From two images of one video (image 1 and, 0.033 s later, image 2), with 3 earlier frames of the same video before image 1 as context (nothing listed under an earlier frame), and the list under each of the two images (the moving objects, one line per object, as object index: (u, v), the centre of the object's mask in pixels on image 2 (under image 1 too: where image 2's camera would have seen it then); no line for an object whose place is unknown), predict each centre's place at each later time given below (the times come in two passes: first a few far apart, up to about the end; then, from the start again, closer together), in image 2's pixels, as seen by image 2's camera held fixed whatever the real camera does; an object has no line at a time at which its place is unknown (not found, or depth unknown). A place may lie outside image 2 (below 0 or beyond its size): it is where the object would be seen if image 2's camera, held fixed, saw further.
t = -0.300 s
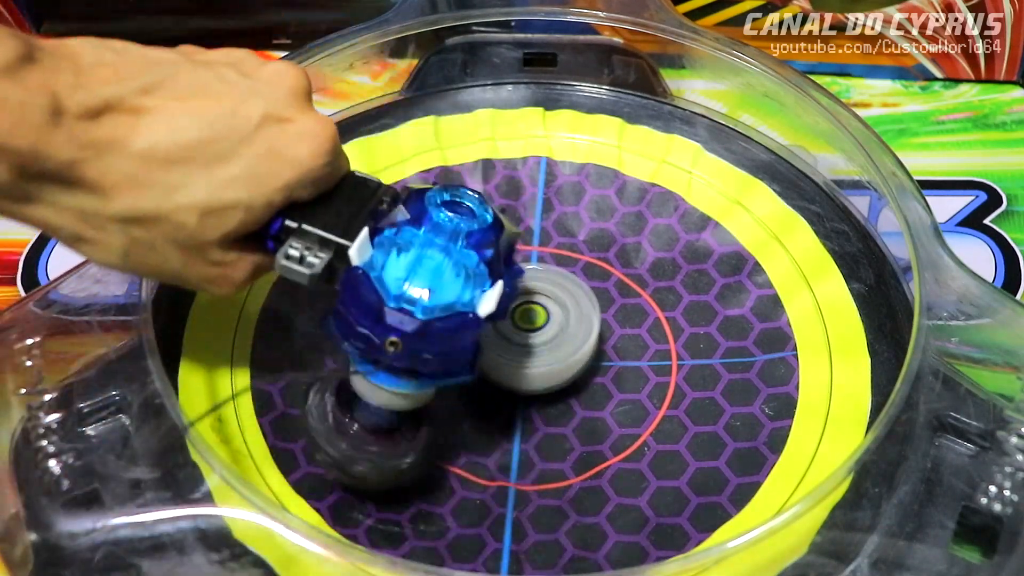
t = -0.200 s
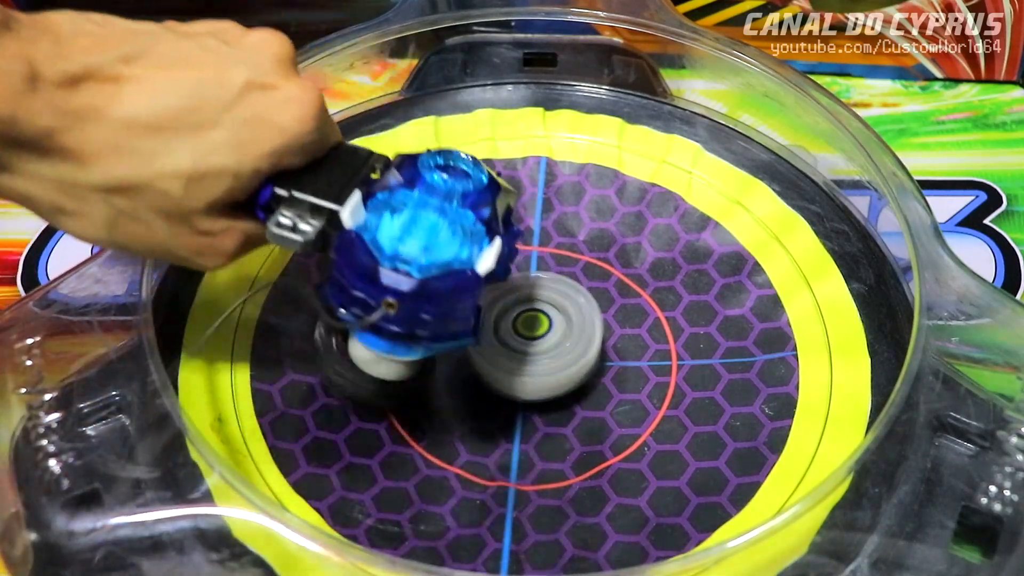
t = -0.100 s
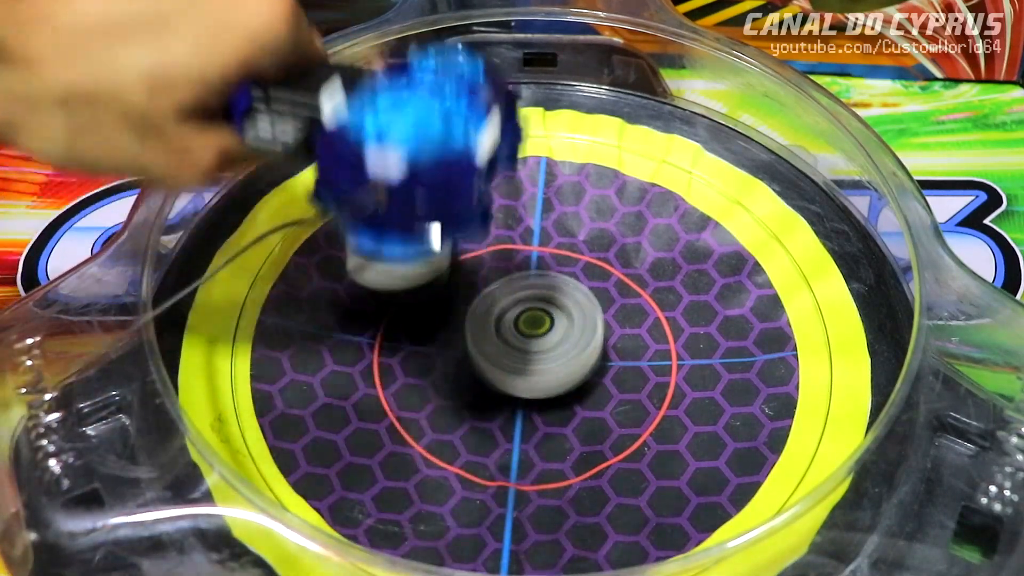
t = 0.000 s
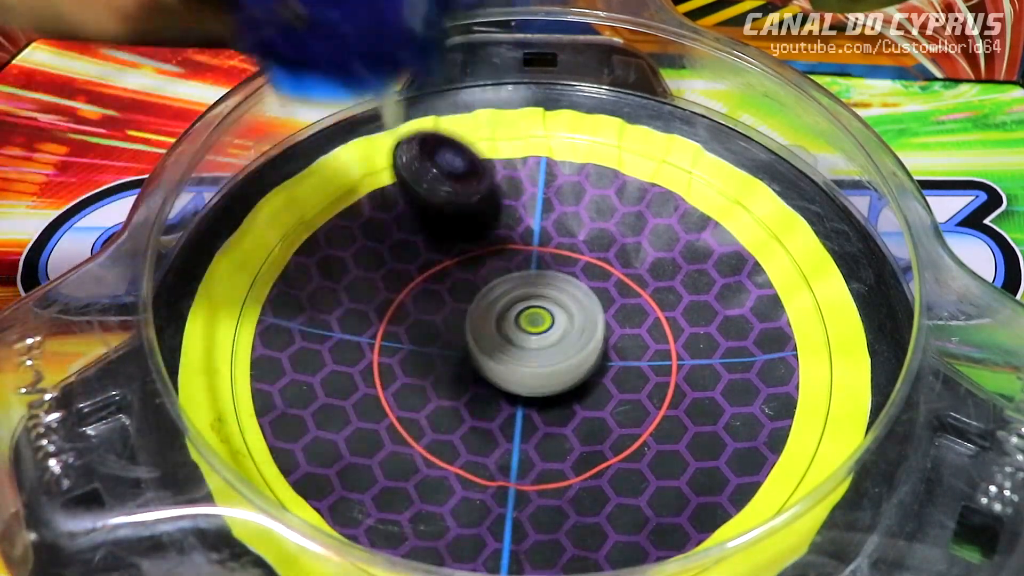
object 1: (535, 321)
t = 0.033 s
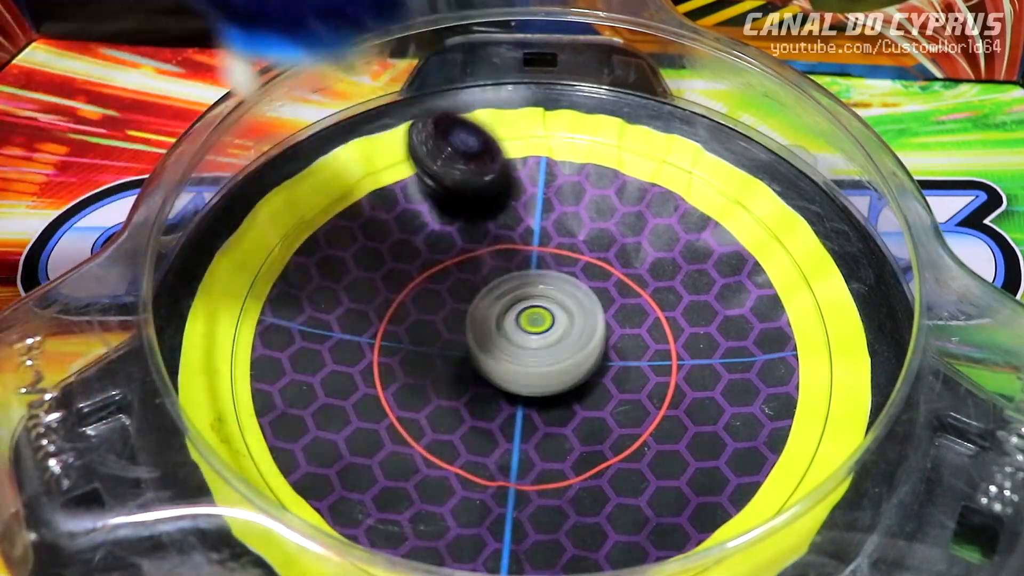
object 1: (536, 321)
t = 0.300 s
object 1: (538, 322)
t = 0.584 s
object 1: (433, 538)
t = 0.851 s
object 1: (492, 478)
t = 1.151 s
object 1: (497, 360)
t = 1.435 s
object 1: (523, 387)
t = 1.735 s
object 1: (533, 376)
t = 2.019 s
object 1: (561, 374)
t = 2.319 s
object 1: (558, 384)
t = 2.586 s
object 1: (500, 398)
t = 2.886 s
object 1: (439, 410)
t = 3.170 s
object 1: (421, 350)
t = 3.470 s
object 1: (403, 309)
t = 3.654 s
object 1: (467, 299)
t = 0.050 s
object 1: (536, 322)
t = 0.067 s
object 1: (536, 321)
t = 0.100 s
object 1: (536, 320)
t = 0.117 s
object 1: (536, 323)
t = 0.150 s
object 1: (537, 323)
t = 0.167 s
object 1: (537, 321)
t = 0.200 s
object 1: (537, 321)
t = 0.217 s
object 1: (537, 324)
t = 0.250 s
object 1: (536, 324)
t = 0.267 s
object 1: (538, 322)
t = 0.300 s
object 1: (538, 322)
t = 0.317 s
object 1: (536, 324)
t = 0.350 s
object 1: (536, 324)
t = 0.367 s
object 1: (537, 323)
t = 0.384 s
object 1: (532, 327)
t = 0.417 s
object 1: (499, 402)
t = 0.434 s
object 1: (485, 423)
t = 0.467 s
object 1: (455, 484)
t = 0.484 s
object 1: (445, 509)
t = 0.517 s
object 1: (435, 524)
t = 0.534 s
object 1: (435, 526)
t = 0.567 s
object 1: (431, 536)
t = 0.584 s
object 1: (433, 538)
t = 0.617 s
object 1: (441, 537)
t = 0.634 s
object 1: (448, 536)
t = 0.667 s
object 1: (455, 531)
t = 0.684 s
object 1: (458, 531)
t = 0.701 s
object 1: (460, 530)
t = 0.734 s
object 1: (466, 529)
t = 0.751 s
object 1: (470, 527)
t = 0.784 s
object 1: (476, 520)
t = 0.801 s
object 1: (481, 516)
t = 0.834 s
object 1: (487, 490)
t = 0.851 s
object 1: (492, 478)
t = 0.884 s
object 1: (500, 457)
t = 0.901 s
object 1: (501, 446)
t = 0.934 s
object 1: (508, 427)
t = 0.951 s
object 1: (509, 416)
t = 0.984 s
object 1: (510, 401)
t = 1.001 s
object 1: (512, 394)
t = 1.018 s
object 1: (512, 385)
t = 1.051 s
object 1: (509, 371)
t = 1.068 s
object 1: (507, 364)
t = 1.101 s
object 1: (498, 357)
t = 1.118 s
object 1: (495, 345)
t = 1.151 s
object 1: (497, 360)
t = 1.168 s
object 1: (502, 363)
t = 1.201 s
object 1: (510, 376)
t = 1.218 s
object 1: (512, 379)
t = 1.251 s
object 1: (517, 384)
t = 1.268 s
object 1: (520, 385)
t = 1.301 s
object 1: (520, 392)
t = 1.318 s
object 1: (526, 388)
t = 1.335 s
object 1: (522, 392)
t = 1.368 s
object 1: (525, 387)
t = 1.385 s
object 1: (524, 391)
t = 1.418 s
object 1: (524, 382)
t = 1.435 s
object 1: (523, 387)
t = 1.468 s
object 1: (522, 383)
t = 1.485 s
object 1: (519, 381)
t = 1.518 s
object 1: (519, 375)
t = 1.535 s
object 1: (519, 373)
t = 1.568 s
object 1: (518, 374)
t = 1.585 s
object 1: (517, 377)
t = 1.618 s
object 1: (519, 368)
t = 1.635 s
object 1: (522, 367)
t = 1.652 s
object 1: (523, 375)
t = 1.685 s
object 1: (527, 372)
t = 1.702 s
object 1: (528, 373)
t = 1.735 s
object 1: (533, 376)
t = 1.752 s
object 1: (534, 369)
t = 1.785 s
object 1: (538, 375)
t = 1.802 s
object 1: (542, 374)
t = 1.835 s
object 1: (546, 373)
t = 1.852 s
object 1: (547, 375)
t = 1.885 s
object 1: (550, 375)
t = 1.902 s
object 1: (551, 376)
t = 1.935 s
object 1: (555, 374)
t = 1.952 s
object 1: (555, 371)
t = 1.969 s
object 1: (558, 373)
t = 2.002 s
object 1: (561, 373)
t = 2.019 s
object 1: (561, 374)
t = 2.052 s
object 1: (563, 373)
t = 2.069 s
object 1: (562, 369)
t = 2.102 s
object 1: (566, 374)
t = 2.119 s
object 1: (566, 372)
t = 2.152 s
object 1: (567, 369)
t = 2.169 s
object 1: (569, 368)
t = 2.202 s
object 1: (569, 372)
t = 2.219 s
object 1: (569, 374)
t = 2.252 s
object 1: (567, 369)
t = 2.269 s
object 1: (566, 376)
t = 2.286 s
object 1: (564, 371)
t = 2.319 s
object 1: (558, 384)
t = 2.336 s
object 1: (556, 381)
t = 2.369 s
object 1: (550, 387)
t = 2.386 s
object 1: (549, 384)
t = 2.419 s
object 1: (546, 383)
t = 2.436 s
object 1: (543, 384)
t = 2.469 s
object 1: (540, 380)
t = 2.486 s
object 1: (538, 384)
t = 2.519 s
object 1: (534, 377)
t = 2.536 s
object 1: (532, 376)
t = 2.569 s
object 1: (511, 396)
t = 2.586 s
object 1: (500, 398)
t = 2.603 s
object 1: (490, 409)
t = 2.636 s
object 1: (471, 430)
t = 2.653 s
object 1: (461, 430)
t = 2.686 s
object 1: (454, 437)
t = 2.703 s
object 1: (449, 432)
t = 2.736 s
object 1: (444, 434)
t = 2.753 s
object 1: (445, 430)
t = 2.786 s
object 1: (442, 428)
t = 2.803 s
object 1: (441, 425)
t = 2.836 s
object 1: (439, 419)
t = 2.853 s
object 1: (441, 418)
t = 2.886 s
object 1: (439, 410)
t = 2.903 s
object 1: (441, 407)
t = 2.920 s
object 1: (441, 405)
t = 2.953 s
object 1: (441, 396)
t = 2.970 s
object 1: (443, 389)
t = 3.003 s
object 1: (442, 383)
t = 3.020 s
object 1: (443, 377)
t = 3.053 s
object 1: (432, 373)
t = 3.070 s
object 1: (432, 366)
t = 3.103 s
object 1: (418, 367)
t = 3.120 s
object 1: (418, 366)
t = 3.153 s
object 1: (415, 358)
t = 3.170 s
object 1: (421, 350)
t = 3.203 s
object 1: (424, 343)
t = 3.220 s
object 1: (421, 344)
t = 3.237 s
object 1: (425, 340)
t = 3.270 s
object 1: (428, 332)
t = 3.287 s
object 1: (423, 330)
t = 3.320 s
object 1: (405, 316)
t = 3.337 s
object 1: (396, 319)
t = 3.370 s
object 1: (388, 316)
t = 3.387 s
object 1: (390, 312)
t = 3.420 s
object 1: (393, 311)
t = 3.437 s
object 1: (398, 310)
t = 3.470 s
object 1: (403, 309)
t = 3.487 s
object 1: (409, 308)
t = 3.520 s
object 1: (416, 306)
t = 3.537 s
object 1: (422, 304)
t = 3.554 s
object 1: (429, 305)
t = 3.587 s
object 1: (439, 302)
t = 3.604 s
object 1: (447, 302)
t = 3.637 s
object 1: (459, 299)
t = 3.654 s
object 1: (467, 299)
